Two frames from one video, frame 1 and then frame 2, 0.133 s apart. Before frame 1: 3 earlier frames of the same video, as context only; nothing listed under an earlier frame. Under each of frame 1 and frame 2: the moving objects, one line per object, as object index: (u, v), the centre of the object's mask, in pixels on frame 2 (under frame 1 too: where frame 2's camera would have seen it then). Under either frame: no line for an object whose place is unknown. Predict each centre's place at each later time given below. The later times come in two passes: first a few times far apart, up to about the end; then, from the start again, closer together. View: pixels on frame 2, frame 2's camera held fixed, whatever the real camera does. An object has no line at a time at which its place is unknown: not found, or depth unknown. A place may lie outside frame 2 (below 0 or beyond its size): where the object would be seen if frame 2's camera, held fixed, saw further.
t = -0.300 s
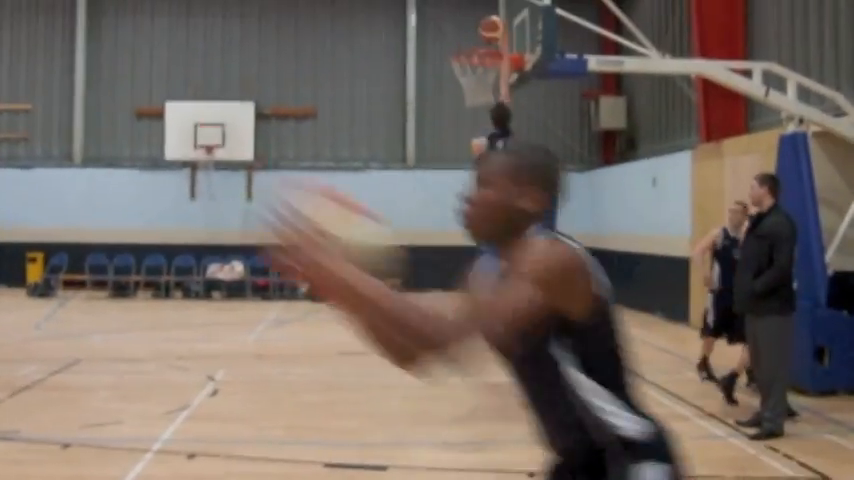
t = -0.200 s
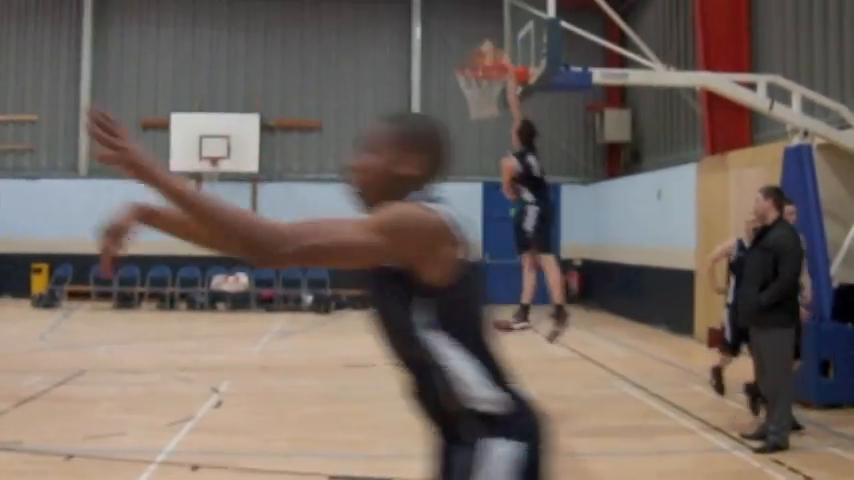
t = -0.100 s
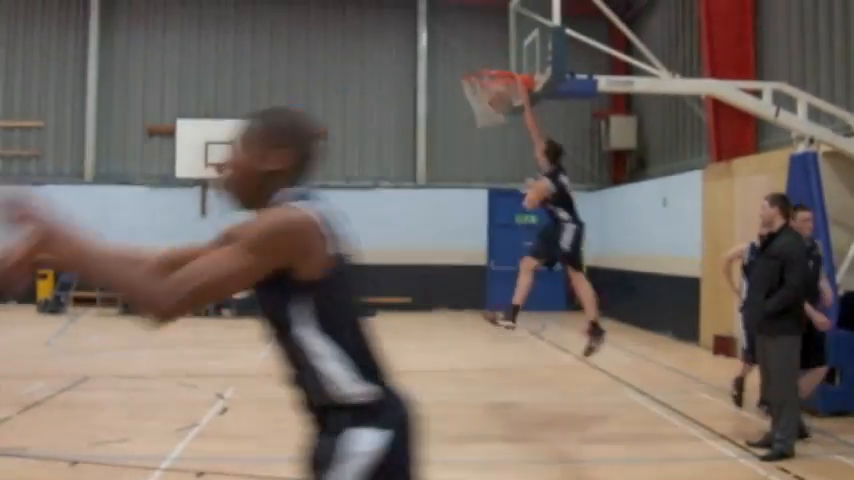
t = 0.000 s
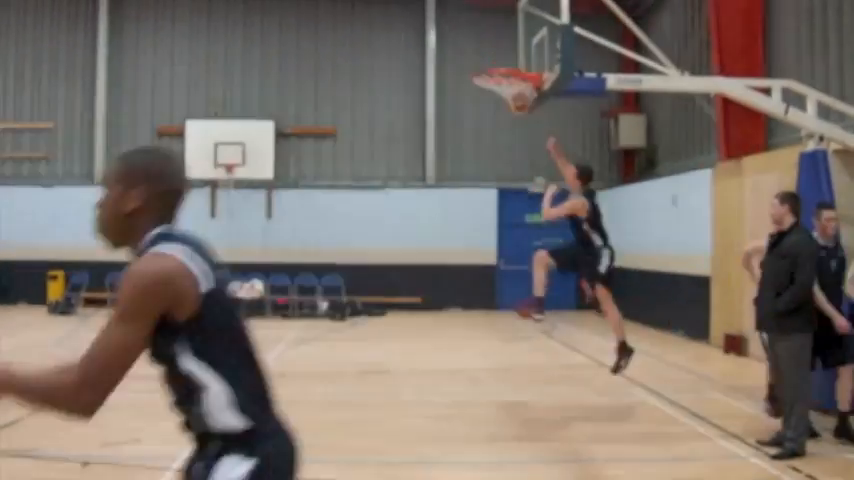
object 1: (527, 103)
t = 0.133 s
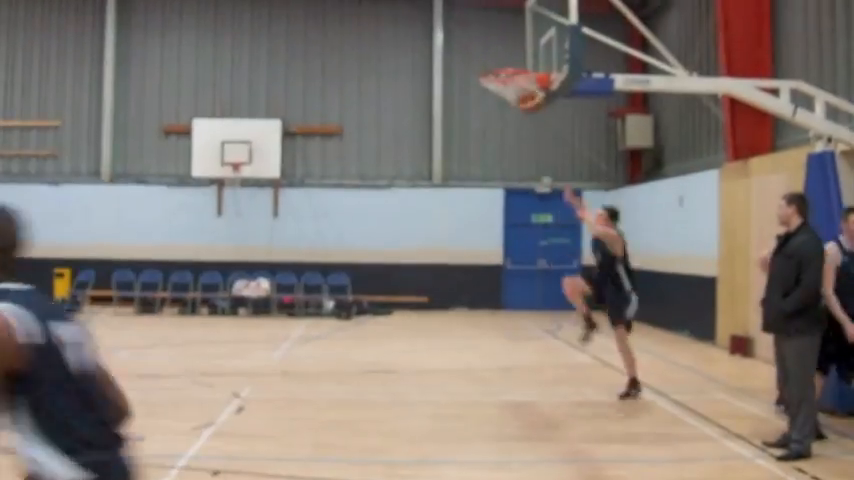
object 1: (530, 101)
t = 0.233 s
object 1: (531, 110)
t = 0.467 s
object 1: (538, 179)
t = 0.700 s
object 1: (548, 310)
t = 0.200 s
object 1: (530, 104)
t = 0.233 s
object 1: (531, 110)
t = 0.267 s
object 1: (532, 117)
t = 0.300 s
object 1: (533, 122)
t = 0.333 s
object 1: (534, 131)
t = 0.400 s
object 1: (535, 153)
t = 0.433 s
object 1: (536, 165)
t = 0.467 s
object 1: (538, 179)
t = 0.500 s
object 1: (539, 194)
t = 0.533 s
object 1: (540, 210)
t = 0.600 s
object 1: (543, 247)
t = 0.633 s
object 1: (545, 267)
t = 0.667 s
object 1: (548, 288)
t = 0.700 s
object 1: (548, 310)
